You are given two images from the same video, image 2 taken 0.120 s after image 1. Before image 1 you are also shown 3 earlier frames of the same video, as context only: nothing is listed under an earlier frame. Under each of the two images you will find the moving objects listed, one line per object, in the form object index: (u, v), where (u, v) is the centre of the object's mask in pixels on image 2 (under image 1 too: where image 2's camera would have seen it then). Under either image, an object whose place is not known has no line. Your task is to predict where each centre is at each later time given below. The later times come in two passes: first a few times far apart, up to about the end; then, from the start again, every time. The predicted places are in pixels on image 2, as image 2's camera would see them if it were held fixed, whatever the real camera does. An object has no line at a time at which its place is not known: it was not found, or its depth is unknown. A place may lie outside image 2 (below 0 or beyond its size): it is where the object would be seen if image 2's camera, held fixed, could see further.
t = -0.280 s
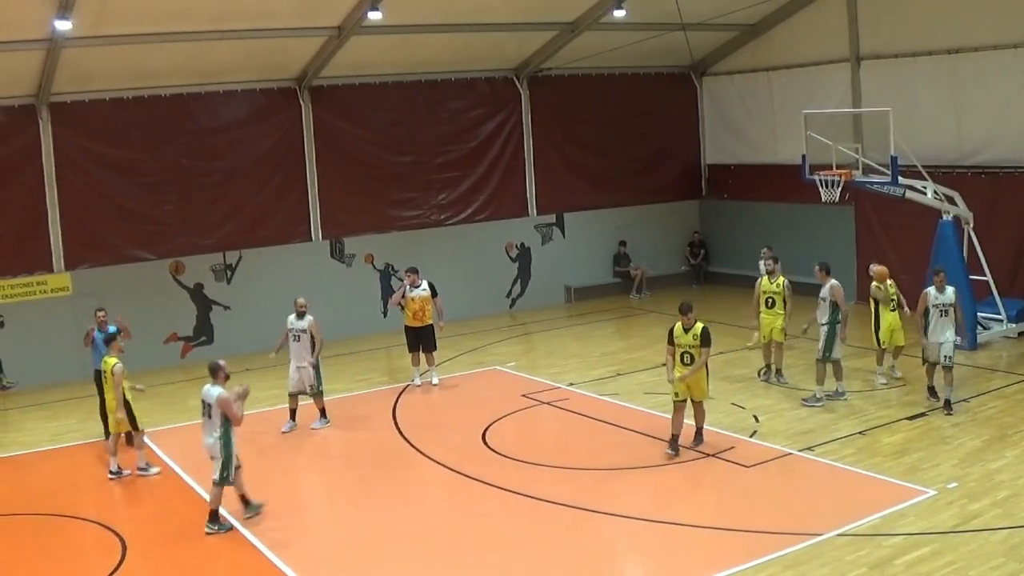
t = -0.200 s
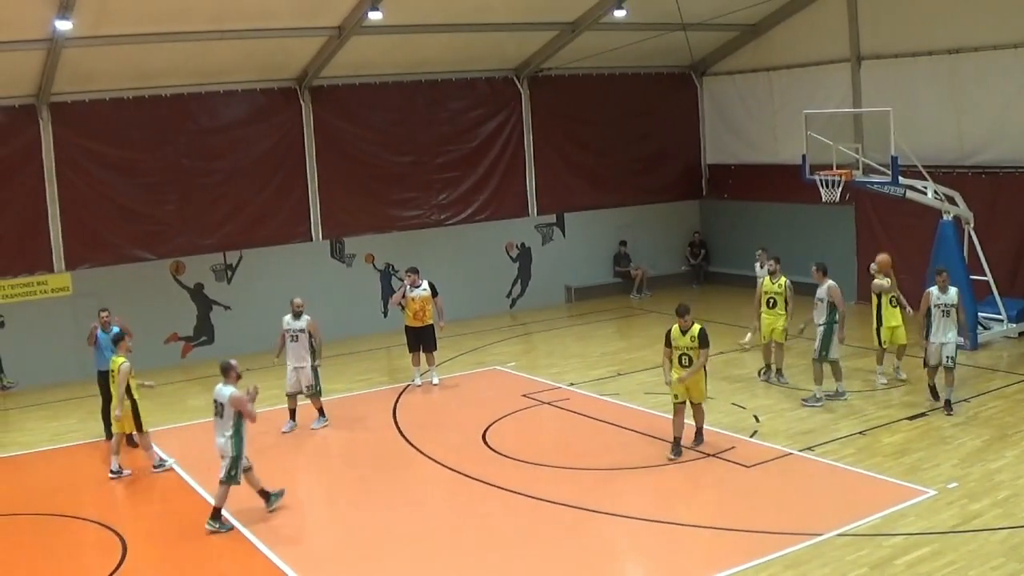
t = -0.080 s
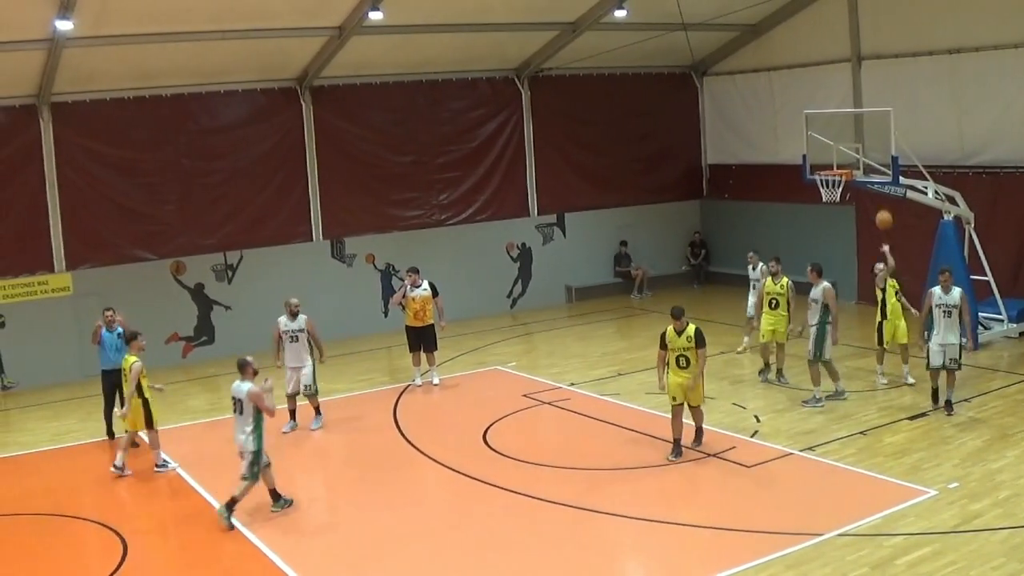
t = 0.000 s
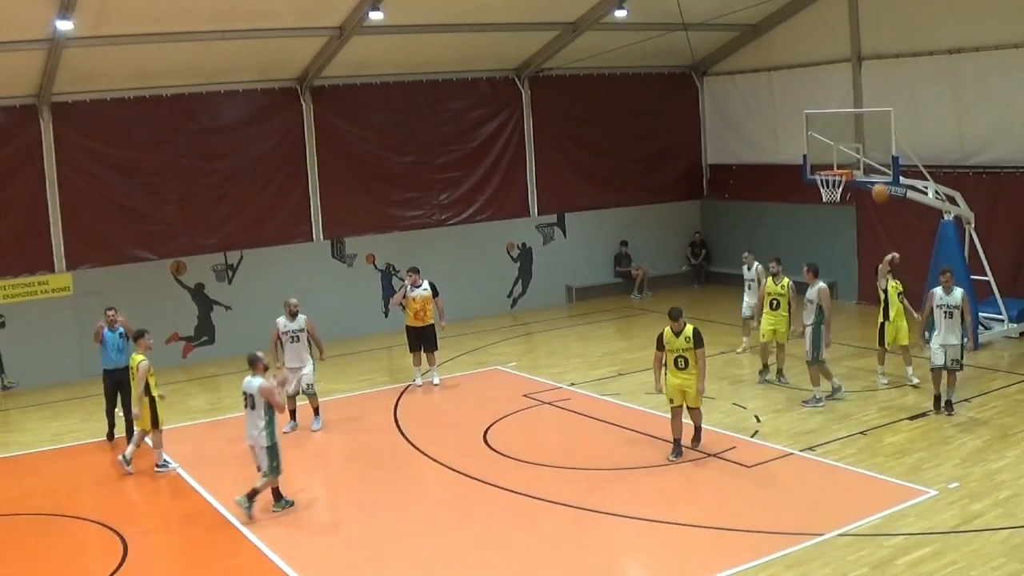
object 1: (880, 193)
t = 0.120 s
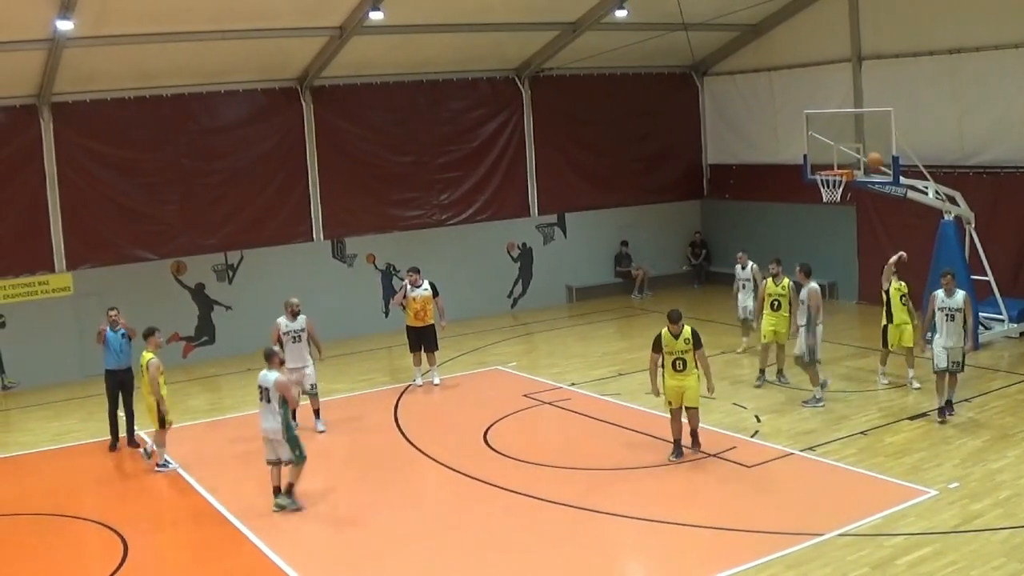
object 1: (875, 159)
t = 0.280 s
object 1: (867, 134)
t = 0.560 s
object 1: (865, 133)
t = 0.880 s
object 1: (870, 199)
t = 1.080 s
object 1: (873, 277)
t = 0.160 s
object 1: (873, 151)
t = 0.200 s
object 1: (871, 144)
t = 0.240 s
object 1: (869, 138)
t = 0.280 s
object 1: (867, 134)
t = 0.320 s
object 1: (866, 130)
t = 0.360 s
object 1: (864, 127)
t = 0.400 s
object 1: (864, 126)
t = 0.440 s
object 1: (864, 126)
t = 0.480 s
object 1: (865, 127)
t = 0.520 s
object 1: (865, 130)
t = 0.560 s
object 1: (865, 133)
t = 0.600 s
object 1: (866, 137)
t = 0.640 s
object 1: (867, 142)
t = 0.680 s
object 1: (867, 148)
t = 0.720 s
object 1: (868, 156)
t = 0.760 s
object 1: (868, 166)
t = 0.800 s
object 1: (868, 176)
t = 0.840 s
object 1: (868, 188)
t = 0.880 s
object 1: (870, 199)
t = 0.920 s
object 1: (870, 212)
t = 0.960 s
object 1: (871, 227)
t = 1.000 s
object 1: (872, 243)
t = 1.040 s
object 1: (873, 259)
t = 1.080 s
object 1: (873, 277)
